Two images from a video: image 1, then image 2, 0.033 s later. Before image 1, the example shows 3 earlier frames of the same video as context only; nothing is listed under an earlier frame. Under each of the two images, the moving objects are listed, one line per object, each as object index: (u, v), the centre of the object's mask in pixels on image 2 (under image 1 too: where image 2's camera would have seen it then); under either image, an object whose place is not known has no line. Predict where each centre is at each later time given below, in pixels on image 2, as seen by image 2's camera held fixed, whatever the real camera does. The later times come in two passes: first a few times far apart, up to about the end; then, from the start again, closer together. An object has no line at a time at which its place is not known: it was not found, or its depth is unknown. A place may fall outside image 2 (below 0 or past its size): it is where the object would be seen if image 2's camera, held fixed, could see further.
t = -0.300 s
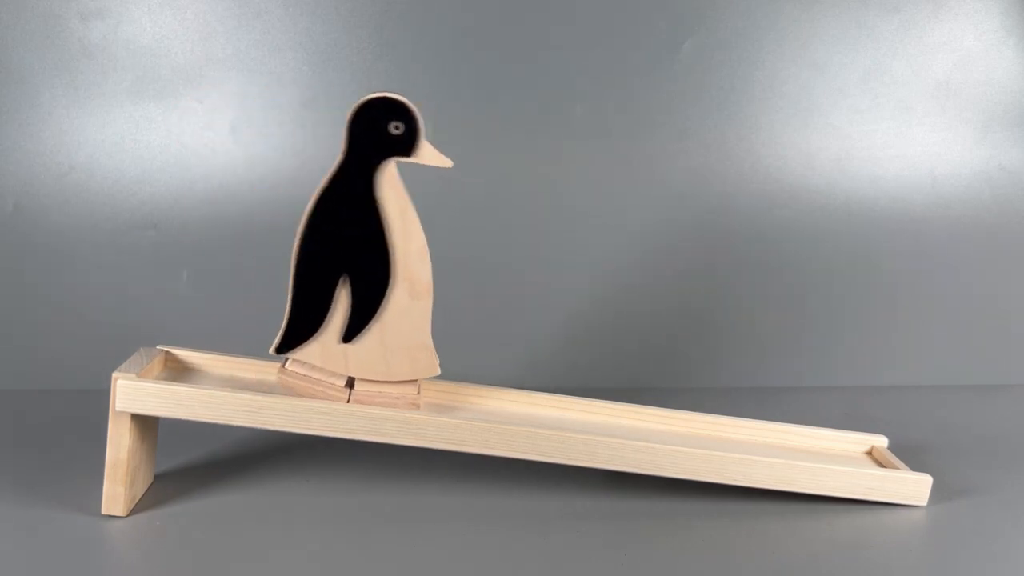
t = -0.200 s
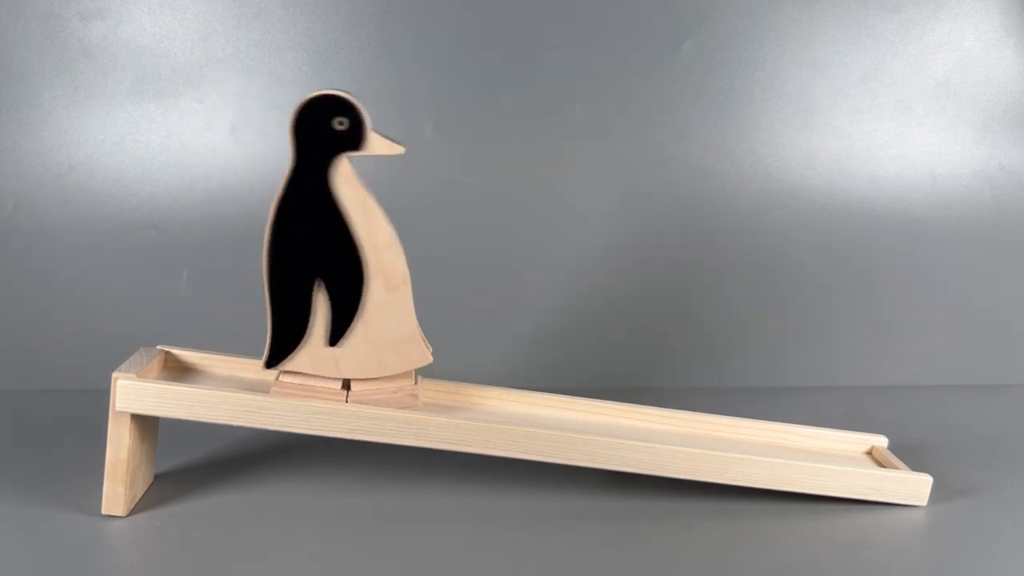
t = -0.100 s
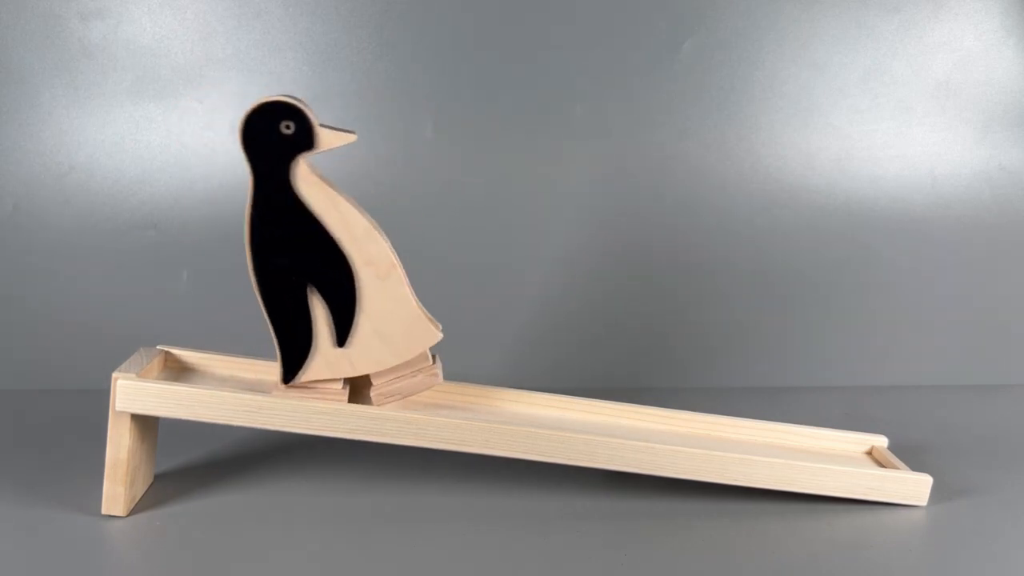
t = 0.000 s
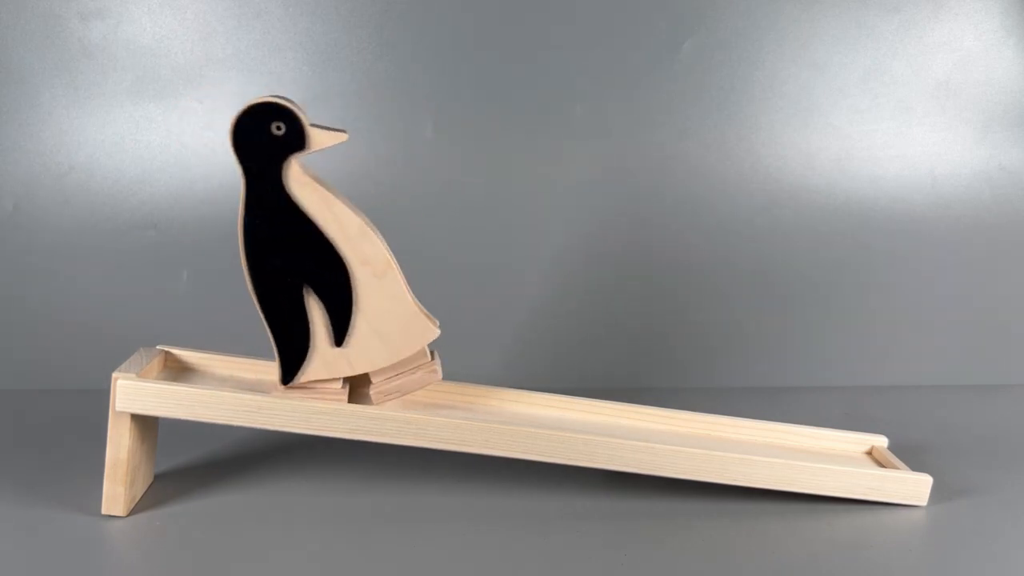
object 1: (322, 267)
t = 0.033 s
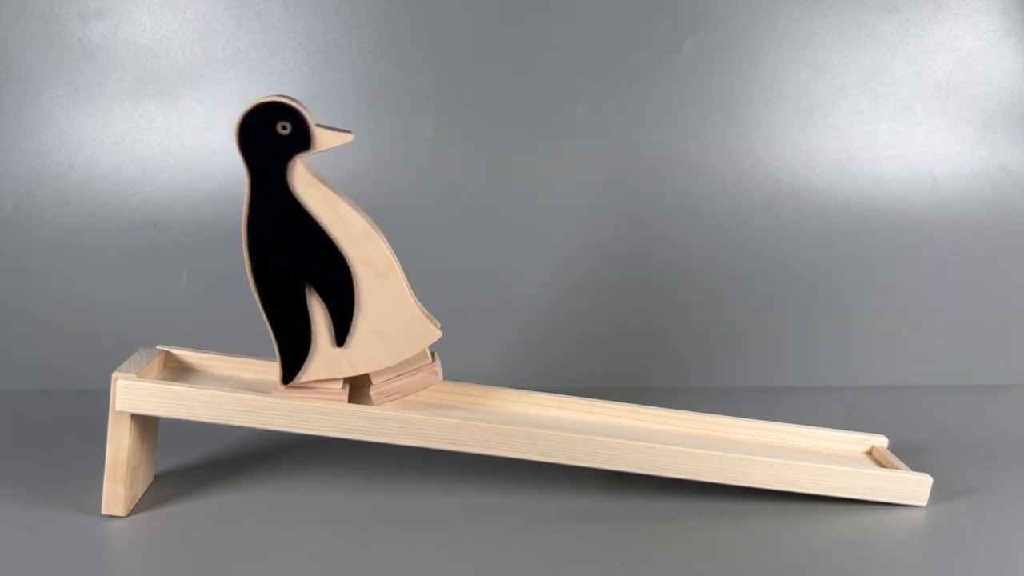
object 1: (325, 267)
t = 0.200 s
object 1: (354, 267)
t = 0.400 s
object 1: (403, 273)
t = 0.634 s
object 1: (382, 272)
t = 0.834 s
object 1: (350, 271)
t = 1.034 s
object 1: (371, 272)
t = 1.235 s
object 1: (421, 274)
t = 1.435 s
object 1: (423, 276)
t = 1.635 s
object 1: (386, 276)
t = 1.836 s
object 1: (388, 275)
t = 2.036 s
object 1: (427, 278)
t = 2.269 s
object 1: (459, 279)
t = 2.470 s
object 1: (420, 280)
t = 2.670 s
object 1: (409, 281)
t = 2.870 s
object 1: (435, 283)
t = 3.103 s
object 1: (484, 282)
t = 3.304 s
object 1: (466, 283)
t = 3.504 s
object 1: (439, 285)
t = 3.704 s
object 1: (450, 285)
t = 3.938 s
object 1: (498, 287)
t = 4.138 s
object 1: (508, 286)
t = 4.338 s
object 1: (470, 288)
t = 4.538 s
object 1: (468, 289)
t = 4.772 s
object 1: (504, 291)
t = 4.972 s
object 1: (539, 289)
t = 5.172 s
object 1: (510, 291)
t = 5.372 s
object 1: (493, 294)
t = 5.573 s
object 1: (510, 294)
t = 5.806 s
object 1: (559, 293)
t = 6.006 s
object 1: (553, 294)
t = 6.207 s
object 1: (524, 297)
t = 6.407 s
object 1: (527, 297)
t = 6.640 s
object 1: (565, 298)
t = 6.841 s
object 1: (591, 296)
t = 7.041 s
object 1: (557, 298)
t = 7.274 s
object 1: (548, 300)
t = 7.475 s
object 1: (570, 301)
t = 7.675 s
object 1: (611, 300)
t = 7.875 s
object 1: (603, 300)
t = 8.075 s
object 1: (577, 304)
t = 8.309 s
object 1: (583, 304)
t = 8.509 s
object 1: (612, 304)
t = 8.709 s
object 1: (640, 302)
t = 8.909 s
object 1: (613, 304)
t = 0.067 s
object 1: (329, 267)
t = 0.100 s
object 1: (335, 268)
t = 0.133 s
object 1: (341, 268)
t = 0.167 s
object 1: (347, 267)
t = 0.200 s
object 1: (354, 267)
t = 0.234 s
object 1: (363, 269)
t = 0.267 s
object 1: (372, 270)
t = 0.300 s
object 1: (383, 269)
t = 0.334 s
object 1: (392, 270)
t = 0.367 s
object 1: (400, 267)
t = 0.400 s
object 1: (403, 273)
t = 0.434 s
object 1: (407, 272)
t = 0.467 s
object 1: (407, 272)
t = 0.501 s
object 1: (406, 272)
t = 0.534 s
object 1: (403, 272)
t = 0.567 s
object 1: (397, 272)
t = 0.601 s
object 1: (390, 272)
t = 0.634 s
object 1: (382, 272)
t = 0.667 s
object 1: (373, 272)
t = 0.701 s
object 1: (365, 271)
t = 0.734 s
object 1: (359, 271)
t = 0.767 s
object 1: (356, 271)
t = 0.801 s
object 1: (354, 271)
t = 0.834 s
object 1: (350, 271)
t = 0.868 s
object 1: (349, 270)
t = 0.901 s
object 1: (351, 271)
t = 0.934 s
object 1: (354, 271)
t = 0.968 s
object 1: (359, 271)
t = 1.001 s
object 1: (364, 272)
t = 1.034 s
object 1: (371, 272)
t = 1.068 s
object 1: (377, 273)
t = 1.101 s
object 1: (384, 274)
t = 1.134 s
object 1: (393, 273)
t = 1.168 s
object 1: (403, 274)
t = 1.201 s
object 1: (412, 273)
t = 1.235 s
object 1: (421, 274)
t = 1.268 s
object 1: (427, 275)
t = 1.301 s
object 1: (432, 275)
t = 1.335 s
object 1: (434, 275)
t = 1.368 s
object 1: (433, 275)
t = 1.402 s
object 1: (429, 276)
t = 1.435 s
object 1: (423, 276)
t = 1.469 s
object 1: (415, 276)
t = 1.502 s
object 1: (407, 276)
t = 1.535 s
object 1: (398, 276)
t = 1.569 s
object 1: (391, 276)
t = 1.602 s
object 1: (386, 276)
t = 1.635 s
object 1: (386, 276)
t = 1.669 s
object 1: (382, 275)
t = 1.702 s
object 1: (380, 274)
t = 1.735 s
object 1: (379, 274)
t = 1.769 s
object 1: (381, 274)
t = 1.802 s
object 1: (384, 274)
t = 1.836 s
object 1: (388, 275)
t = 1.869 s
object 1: (394, 275)
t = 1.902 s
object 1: (399, 276)
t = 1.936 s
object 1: (405, 277)
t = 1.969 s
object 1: (411, 278)
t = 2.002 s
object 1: (418, 279)
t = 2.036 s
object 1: (427, 278)
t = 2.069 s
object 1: (437, 277)
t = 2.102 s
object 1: (445, 277)
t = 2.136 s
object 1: (452, 277)
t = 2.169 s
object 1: (457, 278)
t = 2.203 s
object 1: (459, 279)
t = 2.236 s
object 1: (460, 279)
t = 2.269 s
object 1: (459, 279)
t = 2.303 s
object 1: (455, 279)
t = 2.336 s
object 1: (450, 278)
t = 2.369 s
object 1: (443, 278)
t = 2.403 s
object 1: (435, 280)
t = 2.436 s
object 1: (427, 280)
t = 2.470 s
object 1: (420, 280)
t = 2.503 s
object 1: (416, 281)
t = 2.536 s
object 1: (414, 281)
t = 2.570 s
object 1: (413, 281)
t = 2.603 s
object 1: (410, 281)
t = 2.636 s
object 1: (409, 281)
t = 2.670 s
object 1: (409, 281)
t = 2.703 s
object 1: (411, 281)
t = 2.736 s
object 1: (415, 281)
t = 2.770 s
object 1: (419, 282)
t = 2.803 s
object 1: (424, 282)
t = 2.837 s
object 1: (429, 282)
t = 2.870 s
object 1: (435, 283)
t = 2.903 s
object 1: (441, 283)
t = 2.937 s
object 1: (449, 284)
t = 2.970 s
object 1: (457, 284)
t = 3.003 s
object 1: (466, 283)
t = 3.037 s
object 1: (474, 283)
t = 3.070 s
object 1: (480, 283)
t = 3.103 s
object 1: (484, 282)
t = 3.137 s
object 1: (486, 282)
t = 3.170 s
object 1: (486, 282)
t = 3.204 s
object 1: (484, 283)
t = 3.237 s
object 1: (480, 283)
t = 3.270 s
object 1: (473, 283)
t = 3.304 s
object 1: (466, 283)
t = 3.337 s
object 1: (458, 284)
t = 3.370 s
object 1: (451, 284)
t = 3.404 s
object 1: (445, 284)
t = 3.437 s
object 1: (442, 285)
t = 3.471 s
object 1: (442, 286)
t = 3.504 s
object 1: (439, 285)
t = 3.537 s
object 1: (437, 285)
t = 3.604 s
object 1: (439, 285)
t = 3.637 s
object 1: (442, 285)
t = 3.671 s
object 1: (445, 285)
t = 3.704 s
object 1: (450, 285)
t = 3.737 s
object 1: (455, 286)
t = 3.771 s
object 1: (460, 286)
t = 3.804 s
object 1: (466, 287)
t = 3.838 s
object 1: (472, 287)
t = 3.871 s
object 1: (481, 287)
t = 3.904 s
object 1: (490, 287)
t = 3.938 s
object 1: (498, 287)
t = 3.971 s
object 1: (505, 287)
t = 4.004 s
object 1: (510, 286)
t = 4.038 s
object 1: (513, 286)
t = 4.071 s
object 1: (513, 286)
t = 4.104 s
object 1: (512, 286)
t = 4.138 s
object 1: (508, 286)
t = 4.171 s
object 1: (503, 287)
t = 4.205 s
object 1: (496, 287)
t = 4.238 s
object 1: (488, 287)
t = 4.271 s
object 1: (481, 288)
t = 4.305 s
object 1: (474, 288)
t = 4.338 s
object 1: (470, 288)
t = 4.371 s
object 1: (470, 289)
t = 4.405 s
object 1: (468, 289)
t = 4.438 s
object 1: (465, 289)
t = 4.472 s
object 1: (465, 289)
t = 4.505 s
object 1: (465, 289)
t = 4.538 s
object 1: (468, 289)
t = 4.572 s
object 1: (471, 290)
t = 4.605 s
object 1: (475, 290)
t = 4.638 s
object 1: (480, 290)
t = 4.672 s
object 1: (485, 290)
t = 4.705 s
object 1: (490, 290)
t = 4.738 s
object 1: (496, 290)
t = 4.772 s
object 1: (504, 291)
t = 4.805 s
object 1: (512, 291)
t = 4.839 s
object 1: (520, 291)
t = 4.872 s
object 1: (528, 290)
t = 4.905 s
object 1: (533, 290)
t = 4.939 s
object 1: (537, 289)
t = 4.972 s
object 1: (539, 289)
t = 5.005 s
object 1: (538, 289)
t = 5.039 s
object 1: (536, 289)
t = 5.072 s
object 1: (531, 290)
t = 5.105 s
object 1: (525, 290)
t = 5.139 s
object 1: (517, 291)
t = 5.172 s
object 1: (510, 291)
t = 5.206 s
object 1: (503, 291)
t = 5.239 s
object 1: (499, 292)
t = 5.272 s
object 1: (497, 293)
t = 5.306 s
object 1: (497, 294)
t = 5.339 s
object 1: (494, 294)
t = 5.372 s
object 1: (493, 294)
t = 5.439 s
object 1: (495, 294)
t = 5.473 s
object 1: (498, 294)
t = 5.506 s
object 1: (501, 294)
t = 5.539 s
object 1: (506, 293)
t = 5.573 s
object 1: (510, 294)
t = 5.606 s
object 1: (515, 294)
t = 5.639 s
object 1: (521, 295)
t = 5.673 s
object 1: (528, 295)
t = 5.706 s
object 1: (536, 295)
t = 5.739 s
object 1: (545, 294)
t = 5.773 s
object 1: (552, 294)
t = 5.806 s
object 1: (559, 293)
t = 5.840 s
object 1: (563, 292)
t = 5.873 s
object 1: (566, 292)
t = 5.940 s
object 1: (563, 292)
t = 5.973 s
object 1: (559, 293)
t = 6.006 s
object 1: (553, 294)
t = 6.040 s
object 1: (546, 294)
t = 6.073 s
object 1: (539, 294)
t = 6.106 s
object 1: (532, 295)
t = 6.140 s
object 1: (526, 295)
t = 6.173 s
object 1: (524, 296)
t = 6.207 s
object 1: (524, 297)
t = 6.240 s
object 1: (521, 297)
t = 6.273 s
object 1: (520, 297)
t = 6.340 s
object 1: (521, 297)
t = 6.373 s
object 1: (524, 297)
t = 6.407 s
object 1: (527, 297)
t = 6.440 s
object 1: (531, 297)
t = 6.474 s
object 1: (535, 297)
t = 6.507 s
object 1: (539, 297)
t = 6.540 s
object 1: (544, 297)
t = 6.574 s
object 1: (550, 298)
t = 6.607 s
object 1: (558, 297)
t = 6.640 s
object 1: (565, 298)
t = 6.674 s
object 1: (573, 297)
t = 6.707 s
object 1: (580, 297)
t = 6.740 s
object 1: (586, 296)
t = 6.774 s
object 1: (590, 296)
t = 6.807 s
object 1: (591, 296)
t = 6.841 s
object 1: (591, 296)
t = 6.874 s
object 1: (588, 296)
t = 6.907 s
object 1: (583, 296)
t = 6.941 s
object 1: (577, 297)
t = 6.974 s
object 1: (570, 297)
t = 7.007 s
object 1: (563, 298)
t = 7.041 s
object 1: (557, 298)
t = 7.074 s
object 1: (552, 299)
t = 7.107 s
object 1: (551, 300)
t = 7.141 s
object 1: (551, 301)
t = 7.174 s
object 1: (548, 301)
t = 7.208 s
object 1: (547, 301)
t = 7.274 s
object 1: (548, 300)
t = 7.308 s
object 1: (551, 300)
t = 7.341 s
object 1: (554, 301)
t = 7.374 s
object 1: (558, 301)
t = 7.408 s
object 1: (561, 301)
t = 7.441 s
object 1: (565, 301)
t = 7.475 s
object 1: (570, 301)
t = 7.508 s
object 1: (575, 301)
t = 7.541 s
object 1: (582, 301)
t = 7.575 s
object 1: (590, 301)
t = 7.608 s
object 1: (598, 300)
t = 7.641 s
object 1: (605, 300)
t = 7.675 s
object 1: (611, 300)
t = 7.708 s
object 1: (615, 299)
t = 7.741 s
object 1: (617, 299)
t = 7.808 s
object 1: (614, 299)
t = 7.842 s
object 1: (609, 299)
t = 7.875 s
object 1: (603, 300)
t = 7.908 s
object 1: (596, 301)
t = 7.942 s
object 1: (590, 301)
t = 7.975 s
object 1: (584, 301)
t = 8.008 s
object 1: (579, 302)
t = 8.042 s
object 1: (577, 303)
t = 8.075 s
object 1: (577, 304)
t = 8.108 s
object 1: (575, 305)
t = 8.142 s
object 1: (573, 304)
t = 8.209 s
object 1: (574, 304)
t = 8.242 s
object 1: (576, 304)
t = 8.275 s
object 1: (579, 304)
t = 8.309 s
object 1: (583, 304)
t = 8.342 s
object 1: (586, 304)
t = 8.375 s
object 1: (590, 304)
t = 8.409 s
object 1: (594, 304)
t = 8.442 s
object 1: (599, 304)
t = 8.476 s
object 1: (605, 304)
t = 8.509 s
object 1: (612, 304)
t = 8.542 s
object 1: (619, 304)
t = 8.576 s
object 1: (626, 303)
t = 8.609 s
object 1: (632, 303)
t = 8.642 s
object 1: (637, 302)
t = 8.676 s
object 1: (639, 302)
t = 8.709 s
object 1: (640, 302)
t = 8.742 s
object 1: (639, 302)
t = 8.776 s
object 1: (635, 303)
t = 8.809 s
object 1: (631, 303)
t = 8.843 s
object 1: (625, 303)
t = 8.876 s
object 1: (619, 304)
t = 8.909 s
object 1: (613, 304)
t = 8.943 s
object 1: (608, 305)
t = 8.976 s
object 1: (605, 306)
